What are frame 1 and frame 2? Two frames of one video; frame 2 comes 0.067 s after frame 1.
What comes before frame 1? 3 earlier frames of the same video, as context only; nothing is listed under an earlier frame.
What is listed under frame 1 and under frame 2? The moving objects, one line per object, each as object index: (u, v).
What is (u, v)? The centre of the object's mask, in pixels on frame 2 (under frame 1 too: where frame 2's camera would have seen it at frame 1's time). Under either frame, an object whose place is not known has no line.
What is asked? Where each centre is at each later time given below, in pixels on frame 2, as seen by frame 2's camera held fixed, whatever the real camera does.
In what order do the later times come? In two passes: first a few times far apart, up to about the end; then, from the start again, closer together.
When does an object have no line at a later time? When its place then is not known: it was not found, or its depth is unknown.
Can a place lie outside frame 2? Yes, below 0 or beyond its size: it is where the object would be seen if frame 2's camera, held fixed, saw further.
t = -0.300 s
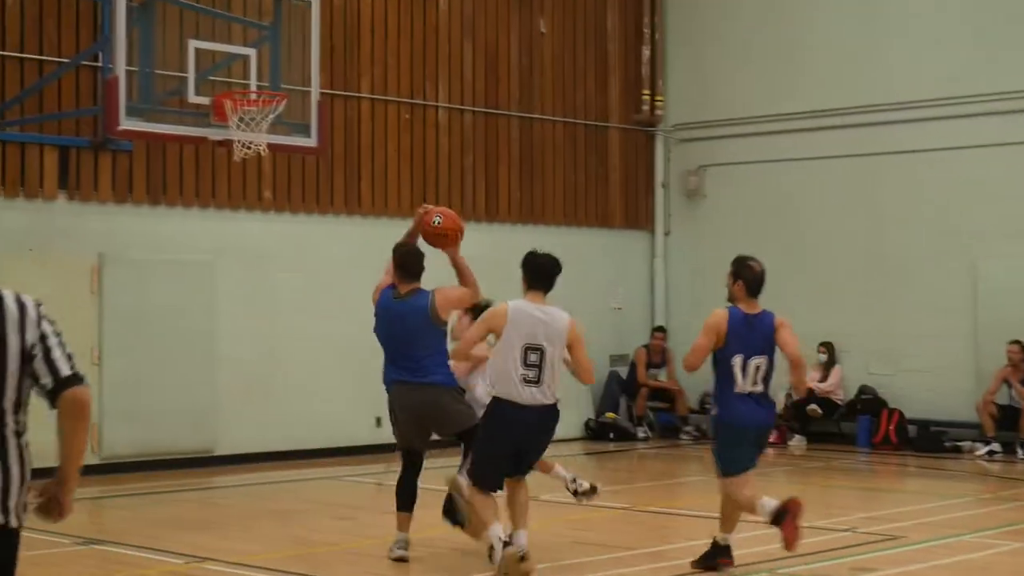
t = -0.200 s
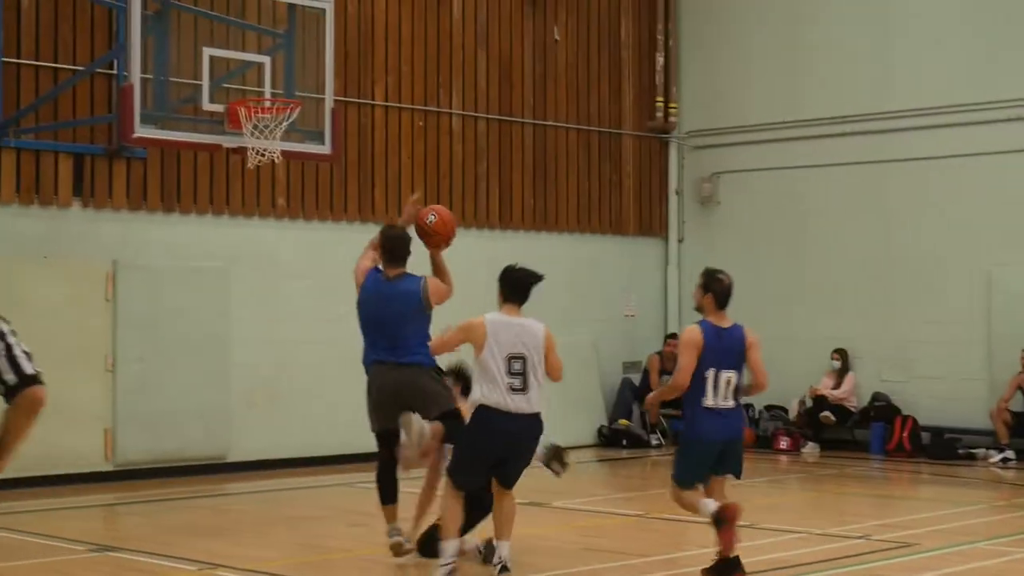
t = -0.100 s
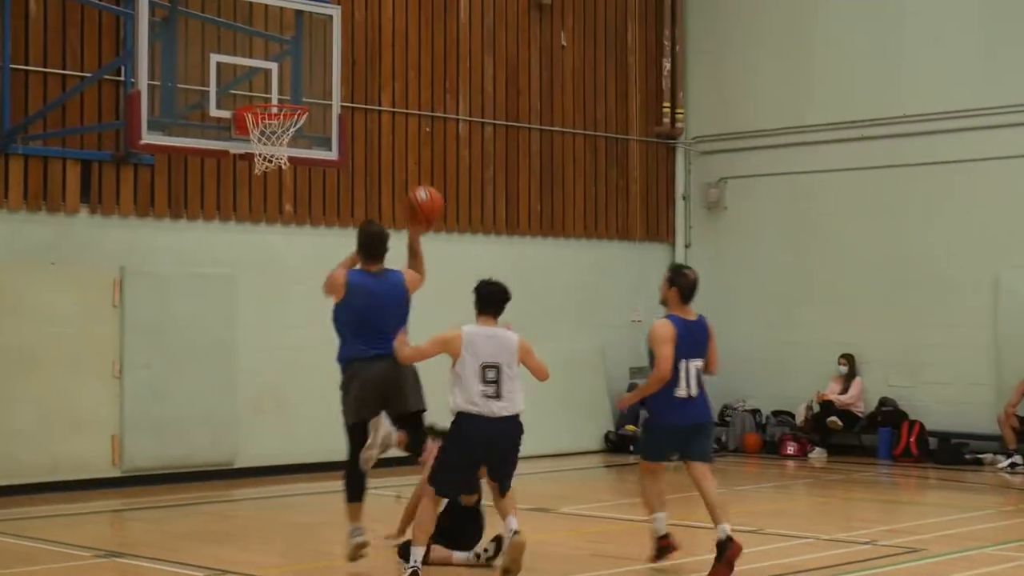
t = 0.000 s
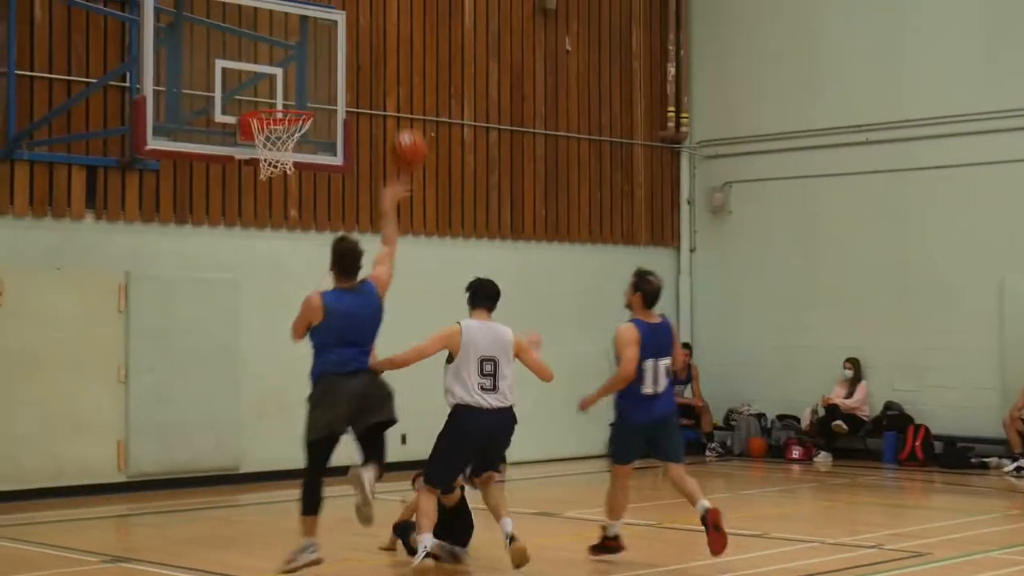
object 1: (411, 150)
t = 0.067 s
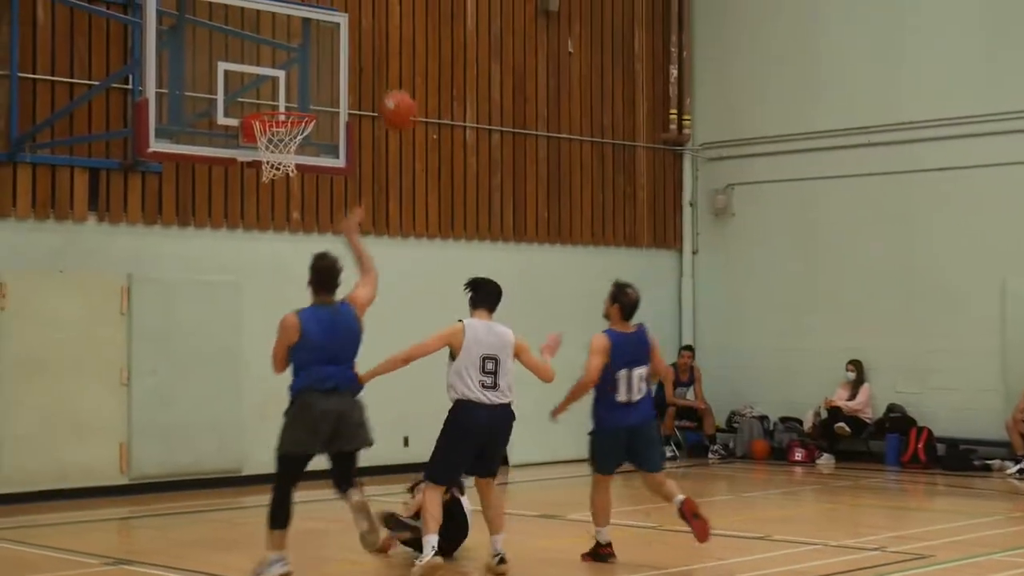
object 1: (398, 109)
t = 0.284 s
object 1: (359, 32)
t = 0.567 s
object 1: (315, 37)
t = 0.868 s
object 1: (286, 141)
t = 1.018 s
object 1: (286, 207)
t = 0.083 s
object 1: (395, 101)
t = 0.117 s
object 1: (389, 84)
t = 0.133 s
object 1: (387, 78)
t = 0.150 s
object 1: (384, 71)
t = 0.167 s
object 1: (381, 64)
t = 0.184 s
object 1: (377, 58)
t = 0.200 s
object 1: (374, 52)
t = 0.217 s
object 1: (371, 48)
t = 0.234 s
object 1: (367, 43)
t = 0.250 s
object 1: (365, 39)
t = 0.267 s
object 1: (362, 34)
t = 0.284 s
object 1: (359, 32)
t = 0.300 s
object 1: (356, 28)
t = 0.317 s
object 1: (352, 26)
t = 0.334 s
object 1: (350, 24)
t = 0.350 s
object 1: (347, 23)
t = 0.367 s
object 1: (344, 21)
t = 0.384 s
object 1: (341, 20)
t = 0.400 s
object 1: (338, 18)
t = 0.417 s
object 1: (336, 18)
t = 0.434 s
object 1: (333, 19)
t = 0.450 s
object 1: (331, 20)
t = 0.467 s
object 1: (328, 21)
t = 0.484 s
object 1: (327, 23)
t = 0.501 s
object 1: (323, 25)
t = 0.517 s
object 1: (321, 28)
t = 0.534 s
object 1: (320, 31)
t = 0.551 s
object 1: (318, 34)
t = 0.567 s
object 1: (315, 37)
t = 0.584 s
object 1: (312, 41)
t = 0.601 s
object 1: (310, 45)
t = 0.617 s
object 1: (308, 49)
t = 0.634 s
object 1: (306, 54)
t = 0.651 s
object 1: (303, 60)
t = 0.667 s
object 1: (302, 65)
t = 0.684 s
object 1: (300, 71)
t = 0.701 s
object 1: (298, 77)
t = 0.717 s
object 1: (296, 84)
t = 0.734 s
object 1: (294, 91)
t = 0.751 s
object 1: (290, 97)
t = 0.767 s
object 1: (288, 101)
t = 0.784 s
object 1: (288, 105)
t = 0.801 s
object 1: (286, 120)
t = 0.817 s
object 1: (286, 127)
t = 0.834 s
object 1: (286, 127)
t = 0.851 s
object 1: (287, 130)
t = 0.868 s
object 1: (286, 141)
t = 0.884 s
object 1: (286, 149)
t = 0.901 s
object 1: (285, 154)
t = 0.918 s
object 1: (286, 163)
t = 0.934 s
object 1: (286, 172)
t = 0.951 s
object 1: (286, 176)
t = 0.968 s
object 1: (286, 183)
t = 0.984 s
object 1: (287, 190)
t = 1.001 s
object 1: (286, 199)
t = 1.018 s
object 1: (286, 207)
